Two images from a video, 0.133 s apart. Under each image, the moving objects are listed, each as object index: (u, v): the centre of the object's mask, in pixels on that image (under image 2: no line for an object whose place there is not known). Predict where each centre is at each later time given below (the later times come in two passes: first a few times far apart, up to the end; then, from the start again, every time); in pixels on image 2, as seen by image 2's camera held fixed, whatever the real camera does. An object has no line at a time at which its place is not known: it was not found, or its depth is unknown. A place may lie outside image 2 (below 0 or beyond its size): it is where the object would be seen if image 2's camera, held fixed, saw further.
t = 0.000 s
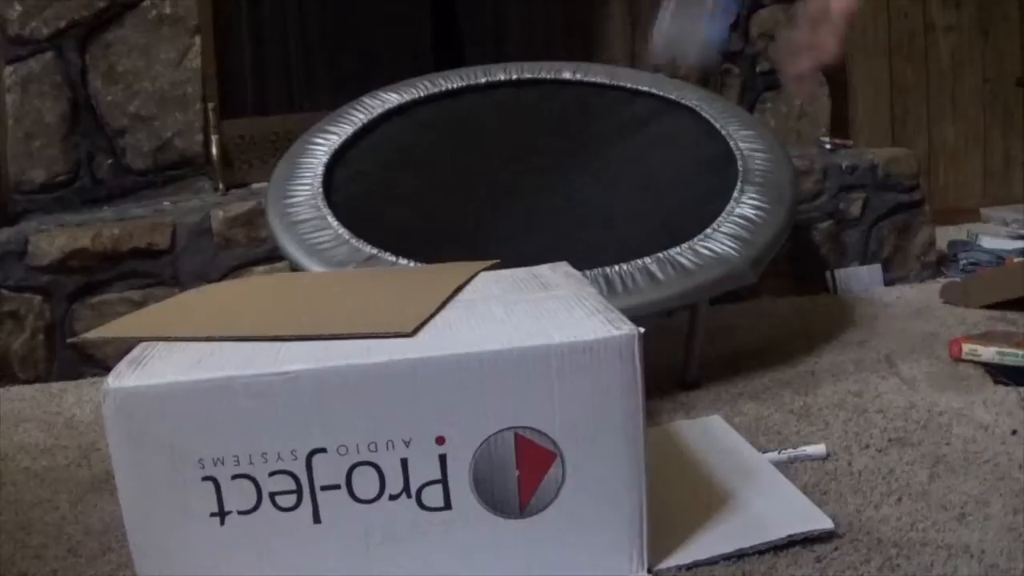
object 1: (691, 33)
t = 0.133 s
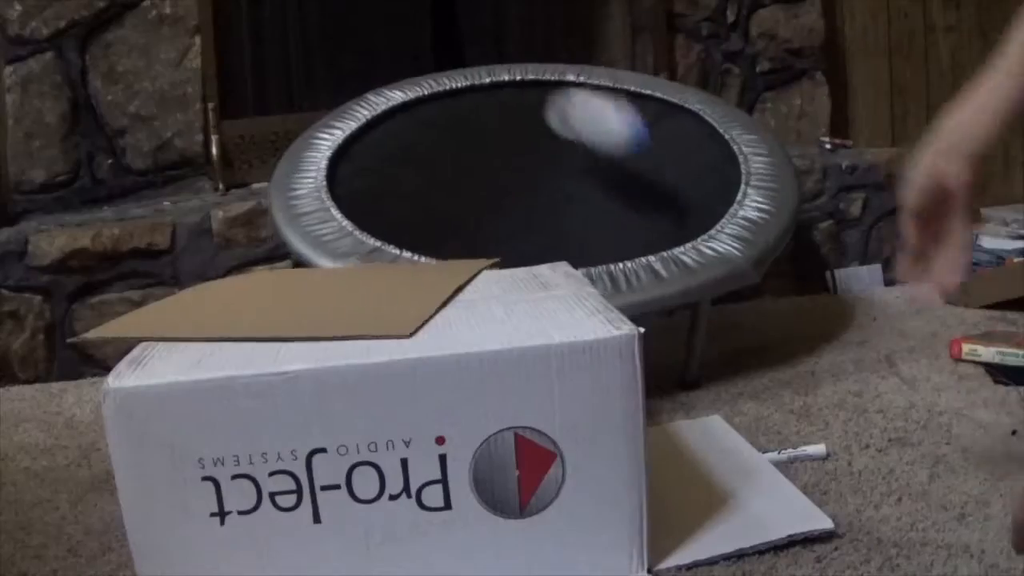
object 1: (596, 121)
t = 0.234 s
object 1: (546, 46)
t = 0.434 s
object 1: (436, 96)
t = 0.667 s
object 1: (325, 188)
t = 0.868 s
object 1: (311, 194)
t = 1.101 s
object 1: (315, 195)
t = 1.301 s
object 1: (315, 195)
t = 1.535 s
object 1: (315, 195)
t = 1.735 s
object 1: (315, 195)
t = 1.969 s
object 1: (315, 195)
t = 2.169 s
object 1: (315, 195)
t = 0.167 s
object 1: (578, 89)
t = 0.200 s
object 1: (565, 63)
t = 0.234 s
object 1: (546, 46)
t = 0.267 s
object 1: (524, 43)
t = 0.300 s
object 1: (504, 45)
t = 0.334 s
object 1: (486, 50)
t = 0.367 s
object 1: (469, 60)
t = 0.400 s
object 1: (452, 73)
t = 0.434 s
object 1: (436, 96)
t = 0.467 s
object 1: (419, 131)
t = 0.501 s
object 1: (402, 177)
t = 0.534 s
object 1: (384, 186)
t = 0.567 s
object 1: (368, 187)
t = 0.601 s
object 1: (352, 188)
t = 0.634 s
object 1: (337, 188)
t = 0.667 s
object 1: (325, 188)
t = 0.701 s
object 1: (316, 189)
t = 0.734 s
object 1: (310, 192)
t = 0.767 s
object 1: (310, 193)
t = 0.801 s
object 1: (314, 193)
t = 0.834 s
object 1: (312, 194)
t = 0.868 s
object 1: (311, 194)
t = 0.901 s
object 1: (312, 195)
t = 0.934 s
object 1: (313, 195)
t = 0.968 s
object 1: (313, 195)
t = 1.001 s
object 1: (314, 195)
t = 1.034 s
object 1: (315, 195)
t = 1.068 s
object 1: (315, 195)
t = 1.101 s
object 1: (315, 195)
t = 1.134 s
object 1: (315, 195)
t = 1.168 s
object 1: (315, 195)
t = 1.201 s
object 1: (315, 195)
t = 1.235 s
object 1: (315, 195)
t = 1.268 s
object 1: (315, 195)
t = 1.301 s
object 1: (315, 195)
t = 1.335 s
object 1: (315, 195)
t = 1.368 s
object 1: (315, 195)
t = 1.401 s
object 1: (315, 195)
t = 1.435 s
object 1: (315, 195)
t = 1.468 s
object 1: (315, 195)
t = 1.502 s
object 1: (315, 195)
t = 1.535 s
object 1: (315, 195)
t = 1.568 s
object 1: (315, 195)
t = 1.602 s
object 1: (315, 195)
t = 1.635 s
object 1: (315, 195)
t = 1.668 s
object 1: (315, 195)
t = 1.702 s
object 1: (315, 195)
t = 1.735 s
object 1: (315, 195)
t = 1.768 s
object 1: (315, 195)
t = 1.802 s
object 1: (315, 195)
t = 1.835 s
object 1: (315, 195)
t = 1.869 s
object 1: (315, 195)
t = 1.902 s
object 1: (315, 195)
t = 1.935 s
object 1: (315, 195)
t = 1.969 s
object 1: (315, 195)
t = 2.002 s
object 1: (315, 195)
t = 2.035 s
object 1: (315, 195)
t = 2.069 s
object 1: (315, 195)
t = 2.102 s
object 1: (315, 195)
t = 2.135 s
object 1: (315, 195)
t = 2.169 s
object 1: (315, 195)
